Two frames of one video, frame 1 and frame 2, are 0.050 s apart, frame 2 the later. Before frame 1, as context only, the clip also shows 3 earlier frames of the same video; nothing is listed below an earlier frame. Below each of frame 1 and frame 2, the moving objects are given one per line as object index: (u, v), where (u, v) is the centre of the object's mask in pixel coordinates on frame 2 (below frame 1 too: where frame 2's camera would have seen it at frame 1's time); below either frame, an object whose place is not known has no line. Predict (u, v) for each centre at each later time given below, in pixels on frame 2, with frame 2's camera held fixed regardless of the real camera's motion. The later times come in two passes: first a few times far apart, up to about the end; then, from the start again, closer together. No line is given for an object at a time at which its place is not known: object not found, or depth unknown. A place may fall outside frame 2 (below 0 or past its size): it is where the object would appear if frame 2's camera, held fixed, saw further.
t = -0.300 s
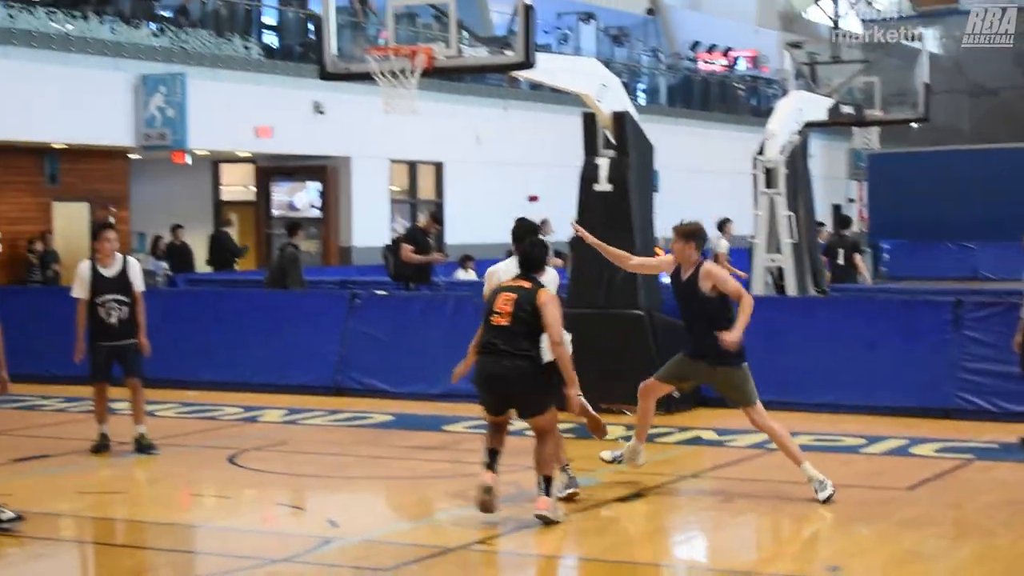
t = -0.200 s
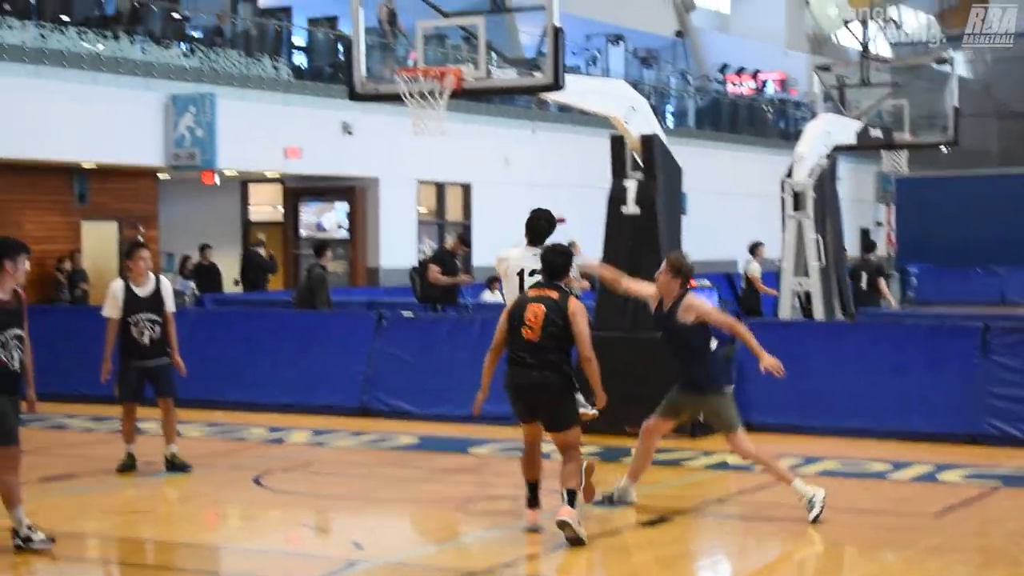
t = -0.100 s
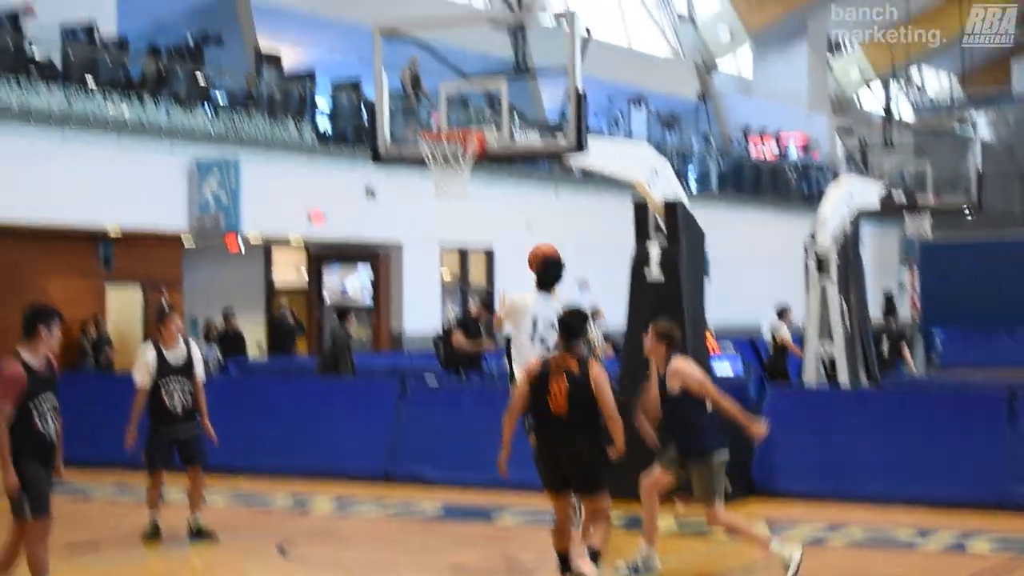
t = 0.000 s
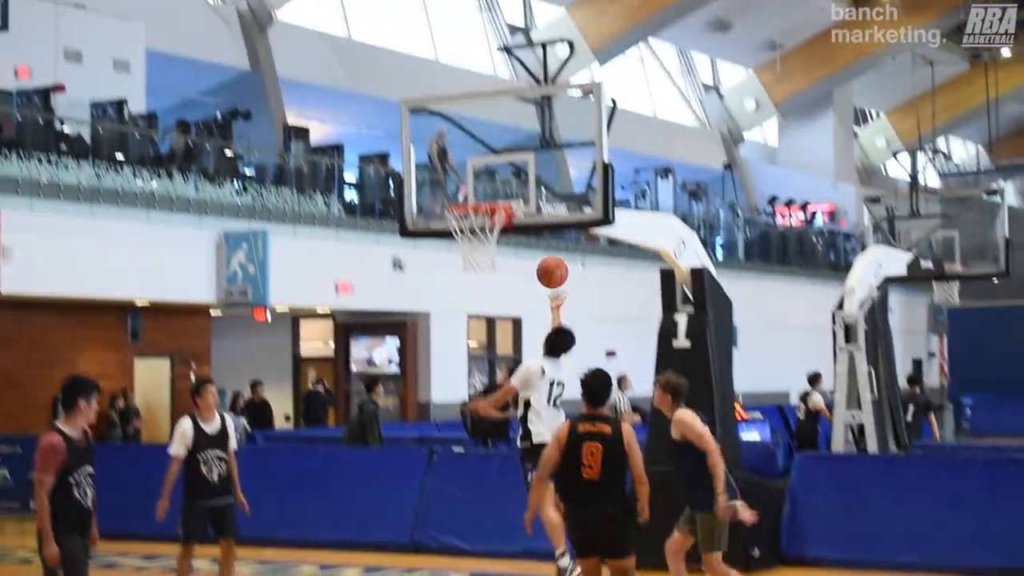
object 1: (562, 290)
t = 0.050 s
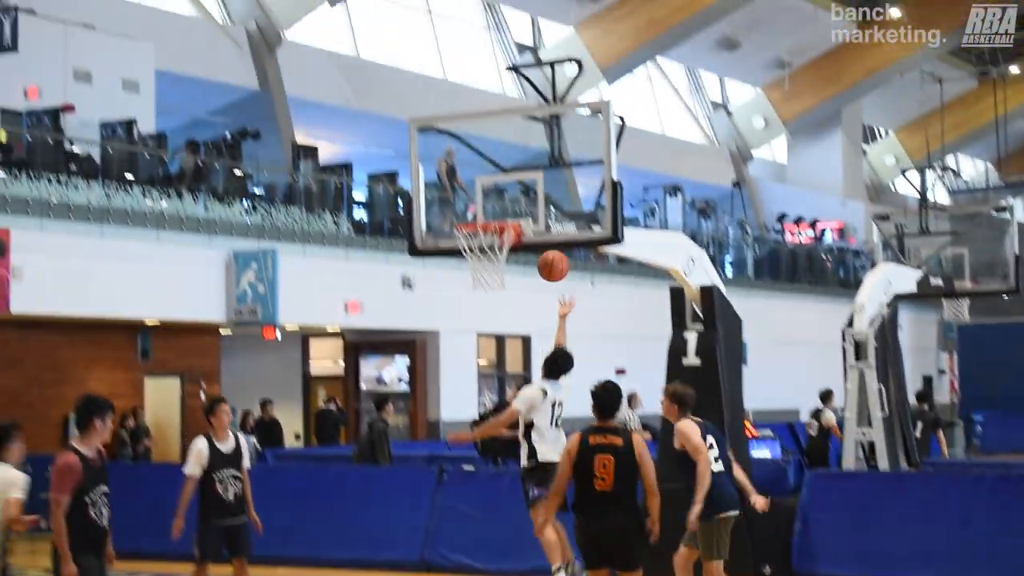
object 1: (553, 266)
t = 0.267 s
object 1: (527, 209)
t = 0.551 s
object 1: (496, 211)
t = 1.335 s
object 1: (499, 310)
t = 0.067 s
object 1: (550, 259)
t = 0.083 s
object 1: (547, 252)
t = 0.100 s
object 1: (544, 246)
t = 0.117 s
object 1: (542, 240)
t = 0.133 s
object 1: (538, 235)
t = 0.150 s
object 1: (536, 230)
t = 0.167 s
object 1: (534, 225)
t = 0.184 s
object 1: (533, 220)
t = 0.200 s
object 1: (532, 217)
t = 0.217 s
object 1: (532, 215)
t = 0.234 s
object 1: (531, 212)
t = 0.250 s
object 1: (529, 210)
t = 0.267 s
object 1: (527, 209)
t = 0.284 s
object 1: (525, 208)
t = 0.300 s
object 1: (523, 207)
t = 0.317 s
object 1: (521, 207)
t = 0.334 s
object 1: (519, 206)
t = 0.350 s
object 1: (517, 207)
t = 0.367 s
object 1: (516, 207)
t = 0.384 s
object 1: (514, 208)
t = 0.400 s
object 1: (511, 209)
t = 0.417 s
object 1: (510, 209)
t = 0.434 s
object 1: (508, 208)
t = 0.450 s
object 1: (505, 209)
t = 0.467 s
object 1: (504, 209)
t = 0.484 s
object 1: (503, 209)
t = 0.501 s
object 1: (501, 210)
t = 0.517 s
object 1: (499, 210)
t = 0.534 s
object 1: (497, 211)
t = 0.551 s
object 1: (496, 211)
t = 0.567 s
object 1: (494, 211)
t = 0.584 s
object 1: (492, 212)
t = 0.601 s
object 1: (490, 212)
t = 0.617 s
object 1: (487, 213)
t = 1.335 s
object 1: (499, 310)
